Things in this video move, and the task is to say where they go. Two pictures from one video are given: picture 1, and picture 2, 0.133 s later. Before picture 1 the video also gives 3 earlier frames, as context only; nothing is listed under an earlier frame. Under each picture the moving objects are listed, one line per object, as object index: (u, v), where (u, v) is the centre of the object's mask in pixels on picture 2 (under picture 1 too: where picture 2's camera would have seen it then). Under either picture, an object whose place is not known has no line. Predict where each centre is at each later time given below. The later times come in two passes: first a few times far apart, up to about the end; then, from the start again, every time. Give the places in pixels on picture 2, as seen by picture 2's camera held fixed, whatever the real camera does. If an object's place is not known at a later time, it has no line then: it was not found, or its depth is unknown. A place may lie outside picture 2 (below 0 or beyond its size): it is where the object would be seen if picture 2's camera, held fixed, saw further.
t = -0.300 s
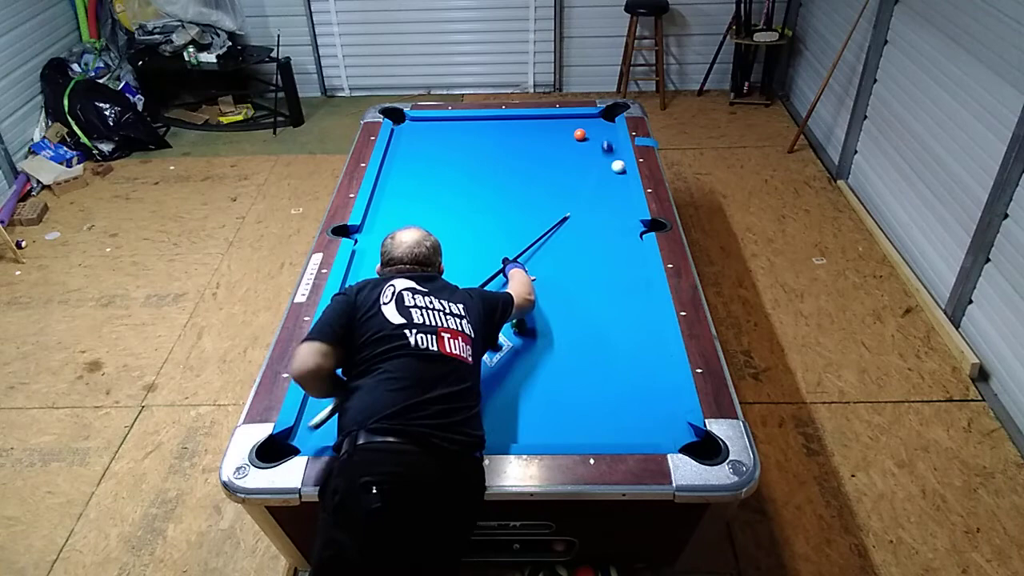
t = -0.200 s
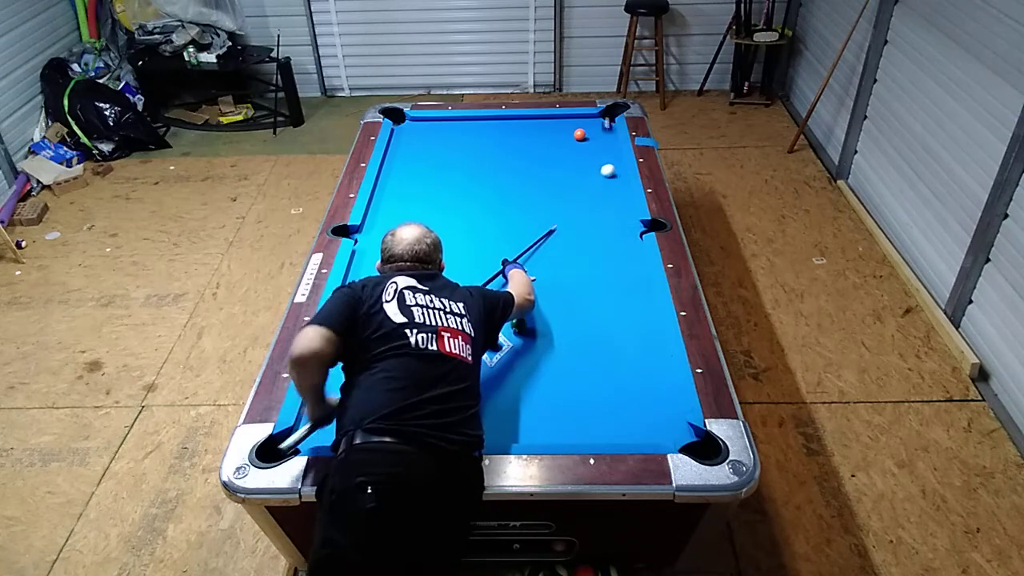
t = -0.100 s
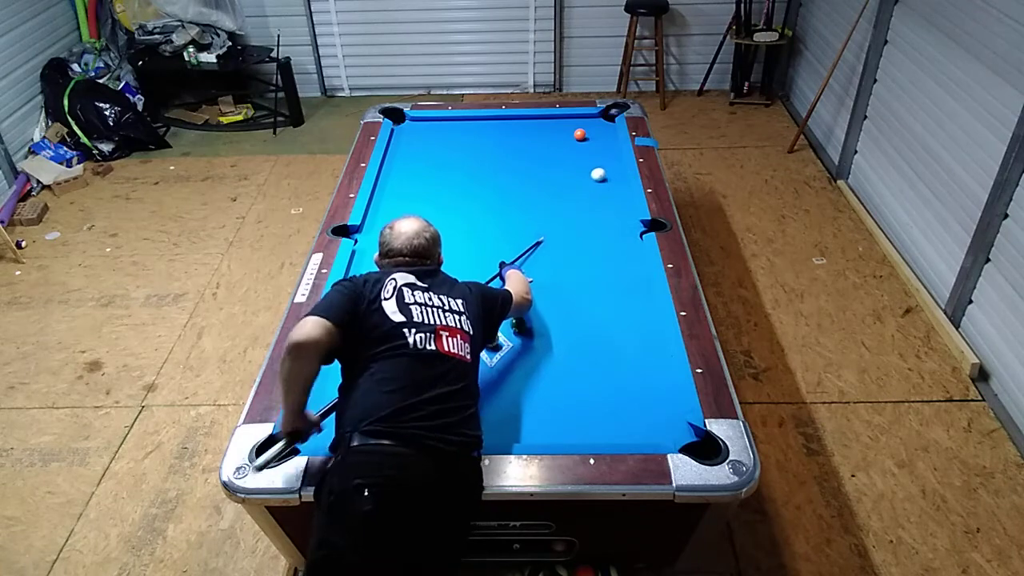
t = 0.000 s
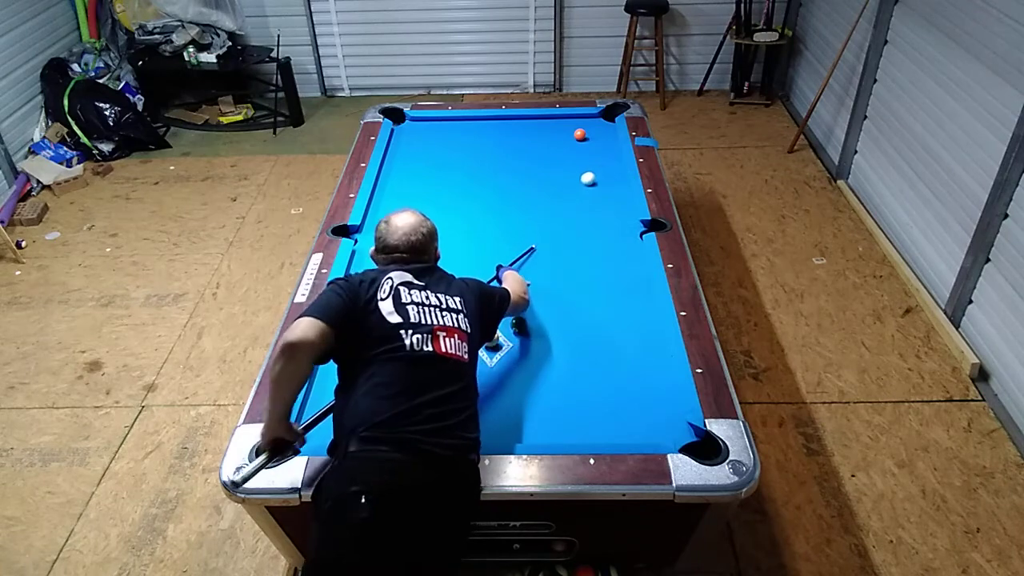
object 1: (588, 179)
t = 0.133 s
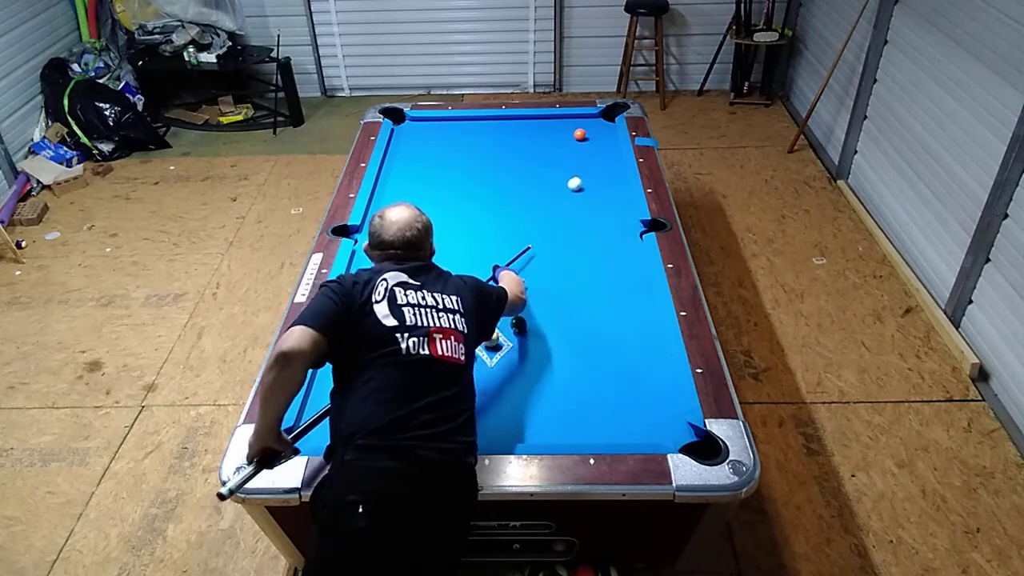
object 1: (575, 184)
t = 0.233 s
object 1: (565, 188)
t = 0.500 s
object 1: (538, 199)
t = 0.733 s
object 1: (515, 208)
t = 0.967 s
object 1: (492, 217)
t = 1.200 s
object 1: (470, 227)
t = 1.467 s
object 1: (444, 237)
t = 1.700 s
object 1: (422, 246)
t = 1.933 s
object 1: (400, 254)
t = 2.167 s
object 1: (379, 263)
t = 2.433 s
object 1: (356, 273)
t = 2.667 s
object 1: (356, 278)
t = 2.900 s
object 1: (362, 281)
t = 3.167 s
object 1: (367, 284)
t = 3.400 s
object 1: (370, 287)
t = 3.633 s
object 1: (373, 289)
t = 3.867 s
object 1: (376, 290)
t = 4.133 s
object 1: (378, 291)
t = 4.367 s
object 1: (378, 292)
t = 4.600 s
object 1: (378, 292)
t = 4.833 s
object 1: (378, 292)
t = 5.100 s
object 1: (378, 292)
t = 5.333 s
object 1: (378, 292)
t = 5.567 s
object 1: (378, 292)
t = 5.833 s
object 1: (378, 292)
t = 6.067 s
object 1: (378, 292)
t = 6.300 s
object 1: (378, 292)
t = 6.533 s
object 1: (378, 292)
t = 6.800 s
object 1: (378, 292)
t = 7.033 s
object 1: (378, 292)
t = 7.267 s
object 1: (378, 292)
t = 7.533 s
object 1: (378, 292)
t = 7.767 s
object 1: (378, 292)
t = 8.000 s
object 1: (378, 292)
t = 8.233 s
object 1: (378, 292)
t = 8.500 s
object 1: (378, 292)
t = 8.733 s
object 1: (378, 292)
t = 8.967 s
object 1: (378, 292)
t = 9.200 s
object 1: (378, 292)
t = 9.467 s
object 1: (378, 292)
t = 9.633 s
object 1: (378, 292)
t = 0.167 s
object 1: (571, 185)
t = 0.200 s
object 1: (568, 187)
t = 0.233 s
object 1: (565, 188)
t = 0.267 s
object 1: (561, 189)
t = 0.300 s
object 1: (558, 191)
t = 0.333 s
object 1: (555, 192)
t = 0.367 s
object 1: (552, 193)
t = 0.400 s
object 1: (548, 195)
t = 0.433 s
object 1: (545, 196)
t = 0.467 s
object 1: (542, 197)
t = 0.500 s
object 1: (538, 199)
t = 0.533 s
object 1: (535, 200)
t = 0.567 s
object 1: (532, 201)
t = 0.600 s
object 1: (528, 203)
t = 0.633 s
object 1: (525, 204)
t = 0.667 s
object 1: (522, 205)
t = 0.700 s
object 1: (519, 207)
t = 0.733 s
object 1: (515, 208)
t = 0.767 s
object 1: (512, 209)
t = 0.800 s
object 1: (509, 211)
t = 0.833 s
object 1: (505, 212)
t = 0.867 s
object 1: (502, 214)
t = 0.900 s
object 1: (499, 215)
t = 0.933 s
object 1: (496, 216)
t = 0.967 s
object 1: (492, 217)
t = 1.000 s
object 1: (489, 219)
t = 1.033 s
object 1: (486, 220)
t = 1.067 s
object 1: (483, 221)
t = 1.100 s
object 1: (479, 223)
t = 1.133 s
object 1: (476, 224)
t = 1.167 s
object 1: (473, 225)
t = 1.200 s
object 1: (470, 227)
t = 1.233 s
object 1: (467, 228)
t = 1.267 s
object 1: (463, 229)
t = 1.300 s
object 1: (460, 231)
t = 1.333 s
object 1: (457, 232)
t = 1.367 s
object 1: (454, 233)
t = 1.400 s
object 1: (451, 234)
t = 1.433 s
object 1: (447, 236)
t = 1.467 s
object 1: (444, 237)
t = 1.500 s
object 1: (441, 238)
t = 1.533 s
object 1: (438, 240)
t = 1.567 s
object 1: (435, 241)
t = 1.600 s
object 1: (431, 242)
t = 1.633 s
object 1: (428, 243)
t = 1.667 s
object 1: (425, 245)
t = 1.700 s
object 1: (422, 246)
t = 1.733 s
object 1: (419, 247)
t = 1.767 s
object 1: (415, 248)
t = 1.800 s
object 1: (412, 250)
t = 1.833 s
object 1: (409, 251)
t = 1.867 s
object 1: (406, 252)
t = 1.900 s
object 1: (403, 253)
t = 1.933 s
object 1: (400, 254)
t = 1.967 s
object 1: (397, 256)
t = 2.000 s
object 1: (394, 257)
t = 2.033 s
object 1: (391, 258)
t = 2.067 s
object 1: (388, 260)
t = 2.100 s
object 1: (385, 261)
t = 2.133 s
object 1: (382, 262)
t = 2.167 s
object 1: (379, 263)
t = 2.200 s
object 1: (376, 264)
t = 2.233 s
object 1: (373, 266)
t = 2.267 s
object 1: (370, 267)
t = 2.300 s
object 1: (367, 268)
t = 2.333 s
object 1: (364, 269)
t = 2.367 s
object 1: (361, 270)
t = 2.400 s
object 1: (359, 272)
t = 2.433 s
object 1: (356, 273)
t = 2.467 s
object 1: (353, 274)
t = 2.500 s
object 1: (352, 275)
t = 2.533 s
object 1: (353, 276)
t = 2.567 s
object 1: (354, 276)
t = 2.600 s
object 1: (355, 277)
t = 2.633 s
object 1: (355, 277)
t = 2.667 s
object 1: (356, 278)
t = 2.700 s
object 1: (357, 278)
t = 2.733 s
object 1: (358, 279)
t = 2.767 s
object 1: (359, 279)
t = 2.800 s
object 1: (359, 279)
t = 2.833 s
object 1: (360, 280)
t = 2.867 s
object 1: (361, 281)
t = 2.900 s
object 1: (362, 281)
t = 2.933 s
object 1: (362, 281)
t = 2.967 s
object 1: (363, 282)
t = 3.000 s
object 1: (364, 282)
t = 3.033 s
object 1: (364, 283)
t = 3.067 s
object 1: (365, 283)
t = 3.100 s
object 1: (366, 283)
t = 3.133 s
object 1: (366, 284)
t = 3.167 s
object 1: (367, 284)
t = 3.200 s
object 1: (367, 285)
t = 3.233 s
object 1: (368, 285)
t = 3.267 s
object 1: (368, 285)
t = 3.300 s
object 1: (369, 286)
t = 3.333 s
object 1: (369, 286)
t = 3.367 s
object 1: (370, 287)
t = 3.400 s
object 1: (370, 287)
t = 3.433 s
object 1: (371, 287)
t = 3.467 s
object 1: (371, 287)
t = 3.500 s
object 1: (372, 288)
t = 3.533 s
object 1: (372, 288)
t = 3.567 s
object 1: (373, 288)
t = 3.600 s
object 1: (373, 288)
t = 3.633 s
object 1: (373, 289)
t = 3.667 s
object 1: (374, 289)
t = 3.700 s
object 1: (374, 289)
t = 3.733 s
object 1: (375, 289)
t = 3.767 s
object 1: (375, 289)
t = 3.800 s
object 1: (375, 290)
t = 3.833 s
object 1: (376, 290)
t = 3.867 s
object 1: (376, 290)
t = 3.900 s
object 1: (376, 290)
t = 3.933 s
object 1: (376, 290)
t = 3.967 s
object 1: (377, 291)
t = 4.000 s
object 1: (377, 291)
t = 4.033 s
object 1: (377, 291)
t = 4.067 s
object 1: (377, 291)
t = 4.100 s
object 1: (377, 291)
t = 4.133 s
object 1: (378, 291)
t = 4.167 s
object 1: (378, 291)
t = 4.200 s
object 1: (378, 291)
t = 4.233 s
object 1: (378, 292)
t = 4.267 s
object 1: (378, 292)
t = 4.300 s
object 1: (378, 292)
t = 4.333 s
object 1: (378, 292)
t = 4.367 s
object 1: (378, 292)
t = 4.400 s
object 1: (378, 292)
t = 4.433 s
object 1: (378, 292)
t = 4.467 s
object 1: (378, 292)
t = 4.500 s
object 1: (378, 292)
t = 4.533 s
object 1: (378, 292)
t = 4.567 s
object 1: (378, 292)
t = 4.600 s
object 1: (378, 292)
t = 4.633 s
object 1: (378, 292)
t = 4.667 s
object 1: (378, 292)
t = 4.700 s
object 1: (378, 292)
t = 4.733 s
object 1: (378, 292)
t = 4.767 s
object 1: (378, 292)
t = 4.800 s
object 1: (378, 292)
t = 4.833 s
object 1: (378, 292)
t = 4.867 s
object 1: (378, 292)
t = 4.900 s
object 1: (378, 292)
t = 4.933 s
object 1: (378, 292)
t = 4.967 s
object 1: (378, 292)
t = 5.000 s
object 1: (378, 292)
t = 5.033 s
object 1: (378, 292)
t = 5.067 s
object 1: (378, 292)
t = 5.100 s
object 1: (378, 292)
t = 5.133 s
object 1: (378, 292)
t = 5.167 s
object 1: (378, 292)
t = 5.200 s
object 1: (378, 292)
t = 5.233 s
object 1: (378, 292)
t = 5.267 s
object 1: (378, 292)
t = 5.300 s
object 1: (378, 292)
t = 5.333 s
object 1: (378, 292)
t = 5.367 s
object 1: (378, 292)
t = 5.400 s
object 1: (378, 292)
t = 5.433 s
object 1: (378, 292)
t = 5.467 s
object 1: (378, 292)
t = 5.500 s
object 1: (378, 292)
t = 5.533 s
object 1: (378, 292)
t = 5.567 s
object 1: (378, 292)
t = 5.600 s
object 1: (378, 292)
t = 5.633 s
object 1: (378, 292)
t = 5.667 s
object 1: (378, 292)
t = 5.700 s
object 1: (378, 292)
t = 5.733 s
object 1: (378, 292)
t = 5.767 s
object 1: (378, 292)
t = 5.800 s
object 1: (378, 292)
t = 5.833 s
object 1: (378, 292)
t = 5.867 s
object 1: (378, 292)
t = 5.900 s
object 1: (378, 292)
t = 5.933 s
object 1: (378, 292)
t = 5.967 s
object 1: (378, 292)
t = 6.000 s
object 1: (378, 292)
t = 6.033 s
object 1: (378, 292)
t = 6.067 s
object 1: (378, 292)
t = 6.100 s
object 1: (378, 292)
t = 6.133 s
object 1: (378, 292)
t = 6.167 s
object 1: (378, 292)
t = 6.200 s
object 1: (378, 292)
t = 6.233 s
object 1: (378, 292)
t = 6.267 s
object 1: (378, 292)
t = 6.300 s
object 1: (378, 292)
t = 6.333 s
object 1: (378, 292)
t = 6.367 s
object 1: (378, 292)
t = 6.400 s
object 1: (378, 292)
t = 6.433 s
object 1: (378, 292)
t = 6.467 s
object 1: (378, 292)
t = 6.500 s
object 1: (378, 292)
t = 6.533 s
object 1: (378, 292)
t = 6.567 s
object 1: (378, 292)
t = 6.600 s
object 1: (378, 292)
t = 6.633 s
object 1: (378, 292)
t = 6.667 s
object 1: (378, 292)
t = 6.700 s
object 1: (378, 292)
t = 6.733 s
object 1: (378, 292)
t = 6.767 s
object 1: (378, 292)
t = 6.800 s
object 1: (378, 292)
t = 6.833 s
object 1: (378, 292)
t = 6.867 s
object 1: (378, 292)
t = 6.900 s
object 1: (378, 292)
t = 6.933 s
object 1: (378, 292)
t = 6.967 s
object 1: (378, 292)
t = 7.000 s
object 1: (378, 292)
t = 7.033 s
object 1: (378, 292)
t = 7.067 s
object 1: (378, 292)
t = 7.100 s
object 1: (378, 292)
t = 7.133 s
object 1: (378, 292)
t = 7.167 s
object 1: (378, 292)
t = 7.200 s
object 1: (378, 292)
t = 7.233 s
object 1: (378, 292)
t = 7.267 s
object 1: (378, 292)
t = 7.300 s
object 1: (378, 292)
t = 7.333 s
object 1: (378, 292)
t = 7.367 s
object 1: (378, 292)
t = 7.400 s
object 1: (378, 292)
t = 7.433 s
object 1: (378, 292)
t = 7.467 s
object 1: (378, 292)
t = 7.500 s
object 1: (378, 292)
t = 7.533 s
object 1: (378, 292)
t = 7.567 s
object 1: (378, 292)
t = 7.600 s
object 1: (378, 292)
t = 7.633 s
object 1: (378, 292)
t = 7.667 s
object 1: (378, 292)
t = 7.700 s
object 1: (378, 292)
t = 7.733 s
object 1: (378, 292)
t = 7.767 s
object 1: (378, 292)
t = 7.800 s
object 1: (378, 292)
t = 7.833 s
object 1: (378, 292)
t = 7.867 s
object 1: (378, 292)
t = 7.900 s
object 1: (378, 292)
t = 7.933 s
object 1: (378, 292)
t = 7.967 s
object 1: (378, 292)
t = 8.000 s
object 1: (378, 292)
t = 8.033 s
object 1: (378, 292)
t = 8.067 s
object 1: (378, 292)
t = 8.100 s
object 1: (378, 292)
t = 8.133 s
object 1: (378, 292)
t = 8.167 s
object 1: (378, 292)
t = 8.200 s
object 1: (378, 292)
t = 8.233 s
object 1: (378, 292)
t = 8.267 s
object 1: (378, 292)
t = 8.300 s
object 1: (378, 292)
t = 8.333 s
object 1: (378, 292)
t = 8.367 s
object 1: (378, 292)
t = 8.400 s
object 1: (378, 292)
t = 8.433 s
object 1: (378, 292)
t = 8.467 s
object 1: (378, 292)
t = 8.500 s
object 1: (378, 292)
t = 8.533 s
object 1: (378, 292)
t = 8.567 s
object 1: (378, 292)
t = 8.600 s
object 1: (378, 292)
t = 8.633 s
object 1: (378, 292)
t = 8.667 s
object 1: (378, 292)
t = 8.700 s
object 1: (378, 292)
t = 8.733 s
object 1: (378, 292)
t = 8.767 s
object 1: (378, 292)
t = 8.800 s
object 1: (378, 292)
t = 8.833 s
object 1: (378, 292)
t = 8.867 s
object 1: (378, 292)
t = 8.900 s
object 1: (378, 292)
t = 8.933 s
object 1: (378, 292)
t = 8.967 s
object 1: (378, 292)
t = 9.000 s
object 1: (378, 292)
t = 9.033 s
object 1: (378, 292)
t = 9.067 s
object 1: (378, 292)
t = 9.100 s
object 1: (378, 292)
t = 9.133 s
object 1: (378, 292)
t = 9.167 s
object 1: (378, 292)
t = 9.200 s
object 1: (378, 292)
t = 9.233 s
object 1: (378, 292)
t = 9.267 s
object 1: (378, 292)
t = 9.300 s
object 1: (378, 292)
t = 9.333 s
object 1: (378, 292)
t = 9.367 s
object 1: (378, 292)
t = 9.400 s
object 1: (378, 292)
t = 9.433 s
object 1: (378, 292)
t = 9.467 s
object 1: (378, 292)
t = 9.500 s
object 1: (378, 292)
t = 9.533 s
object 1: (378, 292)
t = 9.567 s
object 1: (378, 292)
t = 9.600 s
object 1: (378, 292)
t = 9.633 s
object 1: (378, 292)
